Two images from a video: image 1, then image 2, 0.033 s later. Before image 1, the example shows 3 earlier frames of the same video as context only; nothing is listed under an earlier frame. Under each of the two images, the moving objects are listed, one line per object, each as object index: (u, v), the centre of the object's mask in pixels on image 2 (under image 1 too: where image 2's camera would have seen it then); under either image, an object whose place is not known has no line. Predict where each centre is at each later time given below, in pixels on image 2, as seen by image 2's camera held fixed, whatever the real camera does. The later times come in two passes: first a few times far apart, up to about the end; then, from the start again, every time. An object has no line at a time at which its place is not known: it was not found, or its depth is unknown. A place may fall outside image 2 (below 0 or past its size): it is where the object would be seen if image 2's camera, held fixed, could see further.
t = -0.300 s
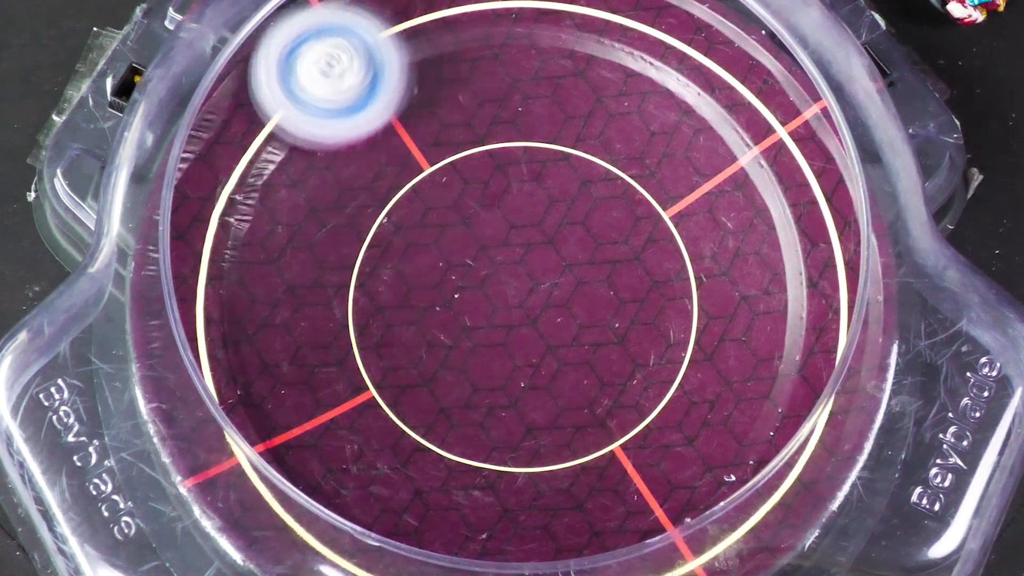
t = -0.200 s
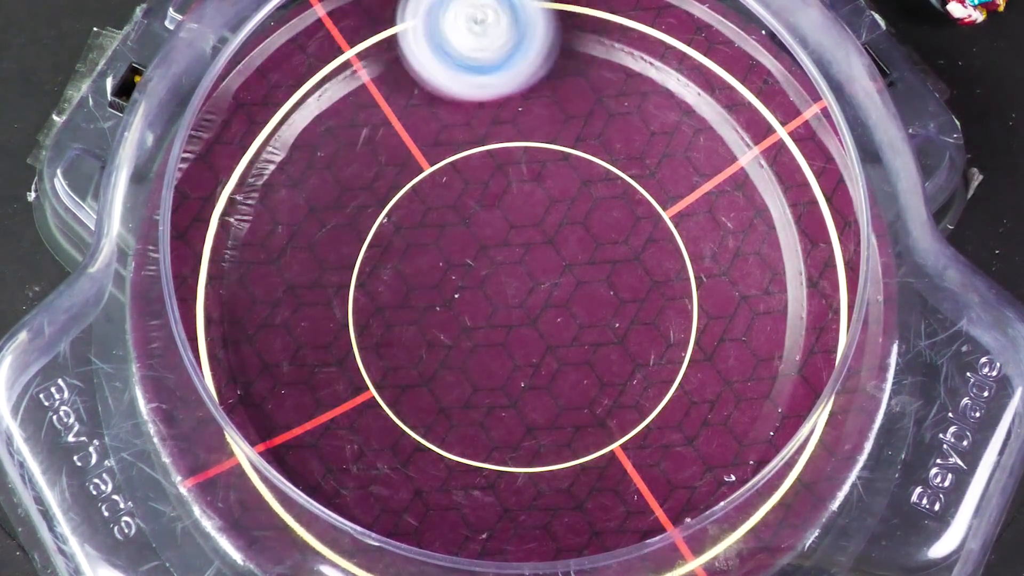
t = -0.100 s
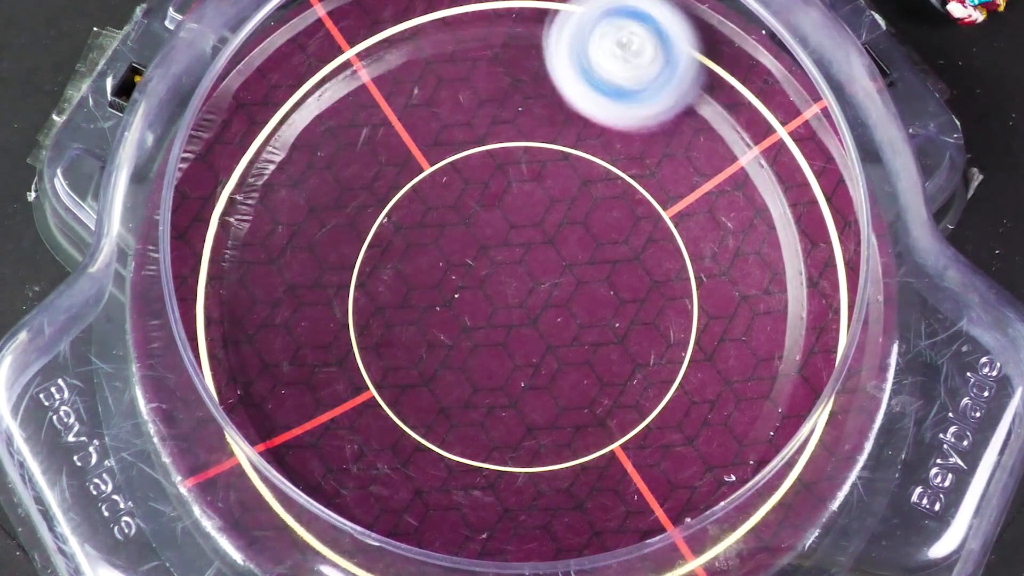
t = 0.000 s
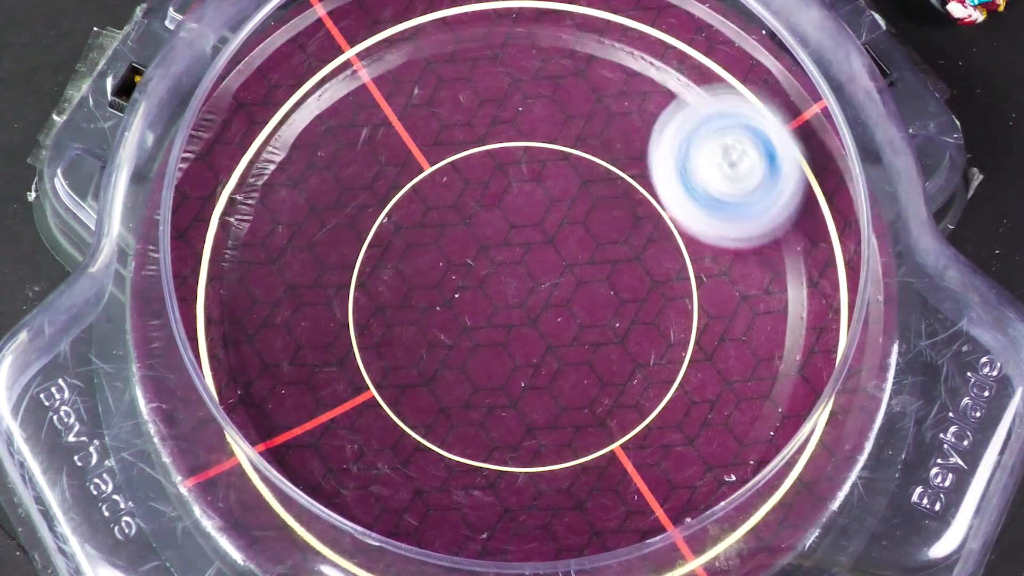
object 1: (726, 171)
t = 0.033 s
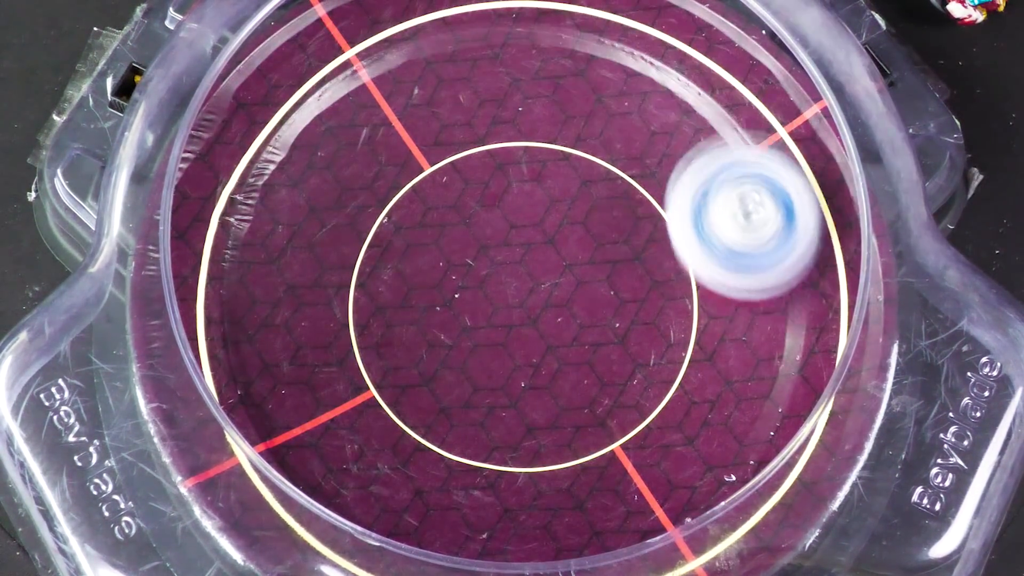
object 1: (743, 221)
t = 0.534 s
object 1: (261, 273)
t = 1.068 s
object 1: (738, 324)
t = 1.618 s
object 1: (332, 202)
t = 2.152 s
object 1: (668, 437)
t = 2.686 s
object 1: (428, 150)
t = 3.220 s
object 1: (572, 421)
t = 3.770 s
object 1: (488, 127)
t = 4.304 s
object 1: (495, 415)
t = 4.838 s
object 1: (519, 142)
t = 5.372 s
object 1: (485, 430)
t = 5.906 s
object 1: (543, 153)
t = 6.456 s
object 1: (482, 416)
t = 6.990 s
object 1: (553, 140)
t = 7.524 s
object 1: (476, 403)
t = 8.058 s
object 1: (526, 141)
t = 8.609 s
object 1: (476, 414)
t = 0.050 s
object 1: (747, 248)
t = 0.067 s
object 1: (747, 273)
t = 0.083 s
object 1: (745, 299)
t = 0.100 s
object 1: (737, 325)
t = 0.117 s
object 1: (729, 349)
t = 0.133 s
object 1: (718, 372)
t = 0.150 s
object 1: (704, 394)
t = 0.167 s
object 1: (690, 413)
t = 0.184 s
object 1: (671, 432)
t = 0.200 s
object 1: (650, 449)
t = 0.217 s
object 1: (628, 463)
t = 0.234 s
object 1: (605, 473)
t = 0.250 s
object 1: (581, 480)
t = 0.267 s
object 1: (556, 486)
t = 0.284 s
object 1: (530, 489)
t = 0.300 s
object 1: (504, 489)
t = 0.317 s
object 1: (477, 487)
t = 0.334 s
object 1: (451, 482)
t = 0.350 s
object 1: (425, 475)
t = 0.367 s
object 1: (401, 467)
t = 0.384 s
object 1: (377, 454)
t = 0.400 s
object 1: (355, 439)
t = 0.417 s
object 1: (335, 423)
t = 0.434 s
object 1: (317, 405)
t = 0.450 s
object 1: (301, 385)
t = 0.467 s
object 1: (287, 363)
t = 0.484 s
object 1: (277, 343)
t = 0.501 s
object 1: (269, 319)
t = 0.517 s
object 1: (264, 296)
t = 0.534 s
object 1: (261, 273)
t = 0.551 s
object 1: (261, 250)
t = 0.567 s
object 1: (263, 226)
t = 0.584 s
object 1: (269, 204)
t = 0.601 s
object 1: (277, 181)
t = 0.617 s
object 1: (288, 160)
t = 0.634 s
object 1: (301, 139)
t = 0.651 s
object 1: (316, 121)
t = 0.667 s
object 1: (333, 104)
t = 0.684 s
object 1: (353, 88)
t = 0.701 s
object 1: (374, 76)
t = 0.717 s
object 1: (395, 66)
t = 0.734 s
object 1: (420, 60)
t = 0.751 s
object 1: (444, 56)
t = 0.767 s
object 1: (469, 54)
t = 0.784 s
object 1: (494, 53)
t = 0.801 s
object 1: (519, 54)
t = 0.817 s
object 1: (544, 56)
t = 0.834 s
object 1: (567, 60)
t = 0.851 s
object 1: (590, 66)
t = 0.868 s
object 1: (613, 75)
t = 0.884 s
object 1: (634, 88)
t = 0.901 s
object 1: (654, 103)
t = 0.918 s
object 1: (671, 119)
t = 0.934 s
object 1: (689, 139)
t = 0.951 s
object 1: (704, 159)
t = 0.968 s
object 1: (716, 181)
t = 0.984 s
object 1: (727, 205)
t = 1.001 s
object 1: (735, 228)
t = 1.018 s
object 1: (740, 253)
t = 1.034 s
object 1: (741, 276)
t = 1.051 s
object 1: (741, 300)
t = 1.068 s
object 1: (738, 324)
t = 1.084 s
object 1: (734, 346)
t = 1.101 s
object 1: (726, 369)
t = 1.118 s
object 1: (716, 391)
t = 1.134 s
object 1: (703, 411)
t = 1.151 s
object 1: (687, 439)
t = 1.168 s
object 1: (672, 446)
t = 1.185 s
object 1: (653, 460)
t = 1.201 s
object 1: (634, 472)
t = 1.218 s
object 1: (612, 484)
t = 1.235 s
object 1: (588, 498)
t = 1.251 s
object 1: (566, 504)
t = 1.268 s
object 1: (543, 507)
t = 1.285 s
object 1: (519, 508)
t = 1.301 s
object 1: (495, 506)
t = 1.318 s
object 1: (472, 503)
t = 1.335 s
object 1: (449, 498)
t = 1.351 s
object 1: (426, 490)
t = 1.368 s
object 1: (404, 480)
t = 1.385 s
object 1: (387, 470)
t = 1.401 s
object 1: (369, 456)
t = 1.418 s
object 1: (353, 439)
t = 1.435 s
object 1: (338, 421)
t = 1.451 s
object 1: (326, 403)
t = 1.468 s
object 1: (317, 383)
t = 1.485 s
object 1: (309, 362)
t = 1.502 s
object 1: (304, 344)
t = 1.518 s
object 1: (301, 322)
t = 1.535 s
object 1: (300, 302)
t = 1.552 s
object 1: (301, 282)
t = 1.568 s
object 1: (305, 262)
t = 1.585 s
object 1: (311, 241)
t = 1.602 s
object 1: (320, 220)
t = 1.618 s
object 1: (332, 202)
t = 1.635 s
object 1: (344, 184)
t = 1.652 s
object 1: (357, 170)
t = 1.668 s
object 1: (374, 154)
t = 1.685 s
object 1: (392, 141)
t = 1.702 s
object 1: (412, 129)
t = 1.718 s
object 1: (433, 119)
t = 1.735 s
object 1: (453, 112)
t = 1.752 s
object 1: (475, 106)
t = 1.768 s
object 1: (497, 102)
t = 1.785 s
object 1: (520, 94)
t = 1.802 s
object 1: (543, 95)
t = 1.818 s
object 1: (565, 105)
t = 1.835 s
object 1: (585, 111)
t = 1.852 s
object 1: (606, 117)
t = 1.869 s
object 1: (626, 120)
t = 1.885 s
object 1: (645, 132)
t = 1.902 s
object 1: (661, 145)
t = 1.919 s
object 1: (677, 160)
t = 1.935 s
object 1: (690, 177)
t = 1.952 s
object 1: (703, 203)
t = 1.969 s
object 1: (712, 222)
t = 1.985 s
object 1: (720, 243)
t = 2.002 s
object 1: (725, 255)
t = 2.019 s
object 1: (728, 276)
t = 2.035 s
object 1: (727, 296)
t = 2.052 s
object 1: (724, 325)
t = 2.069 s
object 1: (721, 345)
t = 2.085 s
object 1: (716, 356)
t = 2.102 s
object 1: (707, 386)
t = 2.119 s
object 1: (697, 405)
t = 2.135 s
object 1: (685, 413)
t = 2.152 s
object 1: (668, 437)
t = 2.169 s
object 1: (652, 450)
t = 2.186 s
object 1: (635, 454)
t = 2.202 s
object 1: (616, 472)
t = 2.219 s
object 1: (594, 480)
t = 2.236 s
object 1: (573, 486)
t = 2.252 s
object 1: (551, 490)
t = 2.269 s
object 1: (530, 490)
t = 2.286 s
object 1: (509, 488)
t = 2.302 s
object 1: (487, 482)
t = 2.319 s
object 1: (467, 475)
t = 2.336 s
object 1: (449, 466)
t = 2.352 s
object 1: (431, 456)
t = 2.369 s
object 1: (417, 445)
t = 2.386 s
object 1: (402, 431)
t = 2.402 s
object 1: (388, 417)
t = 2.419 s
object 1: (377, 400)
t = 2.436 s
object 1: (366, 384)
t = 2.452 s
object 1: (360, 368)
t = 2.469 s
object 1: (353, 351)
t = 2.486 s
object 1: (349, 333)
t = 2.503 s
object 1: (346, 316)
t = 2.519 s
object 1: (344, 298)
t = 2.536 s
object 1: (345, 279)
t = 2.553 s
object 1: (348, 256)
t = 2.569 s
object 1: (352, 246)
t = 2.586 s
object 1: (358, 230)
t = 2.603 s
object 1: (366, 215)
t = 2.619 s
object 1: (375, 199)
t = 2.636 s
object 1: (385, 186)
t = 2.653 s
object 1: (398, 173)
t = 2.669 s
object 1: (413, 160)
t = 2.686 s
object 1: (428, 150)
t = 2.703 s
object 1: (443, 140)
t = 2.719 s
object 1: (459, 132)
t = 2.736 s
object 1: (477, 124)
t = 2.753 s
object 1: (494, 120)
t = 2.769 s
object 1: (512, 118)
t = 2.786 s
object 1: (530, 116)
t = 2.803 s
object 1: (549, 117)
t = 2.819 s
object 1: (565, 120)
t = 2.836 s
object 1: (583, 124)
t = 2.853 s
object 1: (600, 130)
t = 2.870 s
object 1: (617, 138)
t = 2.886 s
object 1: (630, 141)
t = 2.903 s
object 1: (643, 158)
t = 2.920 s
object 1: (657, 171)
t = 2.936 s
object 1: (667, 183)
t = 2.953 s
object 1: (675, 196)
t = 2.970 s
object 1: (684, 210)
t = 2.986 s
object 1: (689, 226)
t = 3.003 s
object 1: (692, 242)
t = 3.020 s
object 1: (693, 257)
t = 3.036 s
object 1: (693, 266)
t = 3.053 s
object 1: (691, 284)
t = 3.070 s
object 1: (685, 307)
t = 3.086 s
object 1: (679, 324)
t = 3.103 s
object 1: (673, 332)
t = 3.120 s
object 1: (663, 347)
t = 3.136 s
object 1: (651, 371)
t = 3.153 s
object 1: (637, 384)
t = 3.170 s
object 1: (623, 396)
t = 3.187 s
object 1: (606, 407)
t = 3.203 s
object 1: (590, 407)
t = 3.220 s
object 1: (572, 421)
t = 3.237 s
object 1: (555, 427)
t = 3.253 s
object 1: (536, 430)
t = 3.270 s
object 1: (519, 429)
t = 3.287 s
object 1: (501, 428)
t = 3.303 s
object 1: (484, 425)
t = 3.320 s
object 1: (468, 420)
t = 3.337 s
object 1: (453, 415)
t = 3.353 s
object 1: (438, 405)
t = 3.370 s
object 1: (425, 395)
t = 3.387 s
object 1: (413, 385)
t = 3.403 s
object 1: (402, 374)
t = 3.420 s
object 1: (393, 362)
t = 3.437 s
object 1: (383, 348)
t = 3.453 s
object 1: (376, 334)
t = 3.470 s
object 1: (371, 320)
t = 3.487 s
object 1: (367, 305)
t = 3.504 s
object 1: (364, 292)
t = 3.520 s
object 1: (363, 277)
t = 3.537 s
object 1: (362, 260)
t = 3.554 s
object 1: (364, 246)
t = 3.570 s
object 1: (366, 233)
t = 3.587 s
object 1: (371, 218)
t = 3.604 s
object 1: (375, 207)
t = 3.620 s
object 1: (382, 194)
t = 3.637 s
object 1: (391, 182)
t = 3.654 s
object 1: (400, 172)
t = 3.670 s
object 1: (410, 162)
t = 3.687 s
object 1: (421, 154)
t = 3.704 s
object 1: (433, 146)
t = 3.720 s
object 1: (446, 139)
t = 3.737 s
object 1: (460, 134)
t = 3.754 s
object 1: (473, 129)
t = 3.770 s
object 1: (488, 127)
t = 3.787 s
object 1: (503, 126)
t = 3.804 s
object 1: (517, 127)
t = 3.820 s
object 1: (533, 129)
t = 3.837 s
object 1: (547, 132)
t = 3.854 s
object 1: (562, 136)
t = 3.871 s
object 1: (576, 142)
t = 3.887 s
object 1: (590, 151)
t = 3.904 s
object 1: (601, 159)
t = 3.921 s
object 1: (614, 169)
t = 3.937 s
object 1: (624, 181)
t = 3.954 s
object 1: (633, 192)
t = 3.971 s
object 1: (642, 198)
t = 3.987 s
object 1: (647, 220)
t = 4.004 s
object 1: (652, 235)
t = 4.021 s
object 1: (657, 249)
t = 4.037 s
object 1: (657, 257)
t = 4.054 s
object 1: (657, 271)
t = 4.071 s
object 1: (656, 286)
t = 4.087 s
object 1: (651, 301)
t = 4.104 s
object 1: (645, 324)
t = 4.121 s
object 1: (639, 336)
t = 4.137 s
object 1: (628, 350)
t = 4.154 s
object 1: (619, 361)
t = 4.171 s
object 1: (609, 373)
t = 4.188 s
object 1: (596, 384)
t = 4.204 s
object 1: (584, 390)
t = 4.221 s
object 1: (569, 399)
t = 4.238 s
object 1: (555, 405)
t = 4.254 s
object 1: (542, 410)
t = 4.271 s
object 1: (525, 414)
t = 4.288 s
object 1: (510, 415)
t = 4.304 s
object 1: (495, 415)
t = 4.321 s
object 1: (480, 413)
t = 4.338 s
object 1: (467, 411)
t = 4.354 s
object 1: (451, 406)
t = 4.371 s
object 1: (437, 399)
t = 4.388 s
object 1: (425, 393)
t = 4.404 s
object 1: (412, 385)
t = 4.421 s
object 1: (401, 376)
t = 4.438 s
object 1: (390, 365)
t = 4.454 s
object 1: (380, 354)
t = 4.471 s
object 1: (373, 342)
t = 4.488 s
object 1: (367, 331)
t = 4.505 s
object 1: (361, 318)
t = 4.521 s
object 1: (357, 296)
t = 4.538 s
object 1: (355, 291)
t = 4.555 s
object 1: (354, 269)
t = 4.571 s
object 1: (354, 264)
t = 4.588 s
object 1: (355, 248)
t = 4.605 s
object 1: (359, 235)
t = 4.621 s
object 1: (363, 223)
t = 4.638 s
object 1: (370, 210)
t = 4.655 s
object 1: (375, 198)
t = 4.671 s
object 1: (385, 187)
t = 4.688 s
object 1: (395, 178)
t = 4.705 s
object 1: (406, 169)
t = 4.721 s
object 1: (419, 161)
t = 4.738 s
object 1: (431, 154)
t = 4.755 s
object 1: (446, 148)
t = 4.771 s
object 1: (459, 144)
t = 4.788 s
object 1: (474, 141)
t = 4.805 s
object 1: (488, 140)
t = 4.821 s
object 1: (503, 140)
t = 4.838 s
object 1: (519, 142)
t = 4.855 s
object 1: (533, 144)
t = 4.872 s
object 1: (548, 149)
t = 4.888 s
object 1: (561, 155)
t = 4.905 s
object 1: (576, 162)
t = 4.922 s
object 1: (588, 170)
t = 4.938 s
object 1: (601, 179)
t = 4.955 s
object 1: (610, 182)
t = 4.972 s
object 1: (620, 201)
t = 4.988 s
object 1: (630, 205)
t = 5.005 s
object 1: (636, 217)
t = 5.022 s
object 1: (645, 230)
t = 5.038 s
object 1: (648, 245)
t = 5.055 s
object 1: (652, 257)
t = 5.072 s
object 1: (654, 272)
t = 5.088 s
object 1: (654, 286)
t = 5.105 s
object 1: (654, 299)
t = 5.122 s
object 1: (651, 323)
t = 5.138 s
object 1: (647, 326)
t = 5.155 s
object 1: (640, 349)
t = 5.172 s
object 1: (634, 360)
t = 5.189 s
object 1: (627, 373)
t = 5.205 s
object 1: (616, 384)
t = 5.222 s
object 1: (607, 393)
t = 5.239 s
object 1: (596, 402)
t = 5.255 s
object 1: (585, 410)
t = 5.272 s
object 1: (570, 418)
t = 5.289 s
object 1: (557, 423)
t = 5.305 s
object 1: (543, 428)
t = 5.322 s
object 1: (529, 430)
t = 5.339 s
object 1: (515, 432)
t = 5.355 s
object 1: (499, 432)
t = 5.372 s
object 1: (485, 430)
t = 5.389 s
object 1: (470, 426)
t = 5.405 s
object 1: (458, 422)
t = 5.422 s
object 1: (443, 416)
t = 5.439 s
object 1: (431, 408)
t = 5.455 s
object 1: (420, 400)
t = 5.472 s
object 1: (409, 391)
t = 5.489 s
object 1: (398, 380)
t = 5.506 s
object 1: (390, 369)
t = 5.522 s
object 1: (382, 357)
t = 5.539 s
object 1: (376, 344)
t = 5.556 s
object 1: (370, 331)
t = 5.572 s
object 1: (368, 317)
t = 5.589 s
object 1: (366, 303)
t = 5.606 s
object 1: (365, 291)
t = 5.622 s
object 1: (367, 275)
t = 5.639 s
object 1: (369, 261)
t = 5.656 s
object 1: (374, 247)
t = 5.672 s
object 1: (377, 236)
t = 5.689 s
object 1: (385, 222)
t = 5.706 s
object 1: (391, 212)
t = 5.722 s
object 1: (401, 200)
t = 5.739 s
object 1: (410, 191)
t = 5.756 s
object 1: (422, 181)
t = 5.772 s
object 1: (433, 174)
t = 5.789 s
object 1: (447, 167)
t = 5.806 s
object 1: (459, 162)
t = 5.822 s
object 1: (473, 157)
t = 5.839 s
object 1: (486, 153)
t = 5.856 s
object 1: (501, 152)
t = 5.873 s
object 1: (514, 151)
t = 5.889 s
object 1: (529, 152)
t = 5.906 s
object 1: (543, 153)
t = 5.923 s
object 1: (558, 155)
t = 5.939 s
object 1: (570, 160)
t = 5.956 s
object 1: (584, 166)
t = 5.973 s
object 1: (596, 172)
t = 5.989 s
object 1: (609, 179)
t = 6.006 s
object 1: (619, 187)
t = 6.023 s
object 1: (630, 198)
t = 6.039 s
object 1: (638, 207)
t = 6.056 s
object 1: (648, 218)
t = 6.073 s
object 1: (654, 229)
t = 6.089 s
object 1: (661, 242)
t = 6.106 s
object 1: (664, 254)
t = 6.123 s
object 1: (670, 260)
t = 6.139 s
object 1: (670, 273)
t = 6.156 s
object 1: (671, 286)
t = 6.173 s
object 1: (667, 308)
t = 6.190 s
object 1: (666, 320)
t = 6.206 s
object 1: (661, 326)
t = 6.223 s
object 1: (655, 347)
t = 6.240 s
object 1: (648, 358)
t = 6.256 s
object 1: (641, 369)
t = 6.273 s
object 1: (630, 380)
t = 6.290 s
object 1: (620, 389)
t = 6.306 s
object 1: (608, 398)
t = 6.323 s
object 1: (596, 406)
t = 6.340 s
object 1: (581, 413)
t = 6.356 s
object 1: (568, 417)
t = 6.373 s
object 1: (554, 420)
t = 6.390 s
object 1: (540, 423)
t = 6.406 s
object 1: (524, 423)
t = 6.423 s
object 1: (509, 421)
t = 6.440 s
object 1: (495, 419)
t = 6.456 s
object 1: (482, 416)
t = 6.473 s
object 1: (468, 410)
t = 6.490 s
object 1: (455, 403)
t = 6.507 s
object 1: (444, 396)
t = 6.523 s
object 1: (431, 386)
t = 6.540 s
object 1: (422, 376)
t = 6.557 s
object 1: (413, 366)
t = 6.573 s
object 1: (403, 355)
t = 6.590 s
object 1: (396, 342)
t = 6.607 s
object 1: (390, 330)
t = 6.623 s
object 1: (386, 318)
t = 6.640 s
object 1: (382, 304)
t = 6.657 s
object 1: (381, 290)
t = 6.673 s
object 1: (381, 270)
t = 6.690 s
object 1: (380, 265)
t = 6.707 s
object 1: (383, 250)
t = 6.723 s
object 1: (386, 237)
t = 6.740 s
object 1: (390, 225)
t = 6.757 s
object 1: (396, 213)
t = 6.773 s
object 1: (402, 202)
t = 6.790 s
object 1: (411, 192)
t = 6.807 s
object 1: (418, 182)
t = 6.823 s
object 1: (428, 173)
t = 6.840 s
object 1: (439, 165)
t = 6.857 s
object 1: (450, 158)
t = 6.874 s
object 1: (462, 151)
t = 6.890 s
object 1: (473, 146)
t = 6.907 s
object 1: (487, 142)
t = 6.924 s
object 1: (498, 139)
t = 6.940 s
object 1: (513, 138)
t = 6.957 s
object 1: (526, 137)
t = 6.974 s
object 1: (540, 138)
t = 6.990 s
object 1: (553, 140)
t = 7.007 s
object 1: (566, 144)
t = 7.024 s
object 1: (580, 148)
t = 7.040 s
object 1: (590, 155)
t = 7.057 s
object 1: (603, 161)
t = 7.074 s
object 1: (614, 169)
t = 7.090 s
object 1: (625, 179)
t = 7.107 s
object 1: (634, 189)
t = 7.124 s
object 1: (642, 200)
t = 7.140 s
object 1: (650, 211)
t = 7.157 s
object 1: (655, 224)
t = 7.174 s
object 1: (661, 236)
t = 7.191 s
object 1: (663, 249)
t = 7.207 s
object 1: (665, 257)
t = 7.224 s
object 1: (664, 278)
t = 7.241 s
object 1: (662, 291)
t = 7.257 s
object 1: (660, 305)
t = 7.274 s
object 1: (653, 319)
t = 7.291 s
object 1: (647, 332)
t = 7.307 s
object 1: (640, 342)
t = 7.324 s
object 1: (632, 355)
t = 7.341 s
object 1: (620, 364)
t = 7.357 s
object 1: (610, 374)
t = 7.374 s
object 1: (600, 382)
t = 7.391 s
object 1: (586, 390)
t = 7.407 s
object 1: (574, 396)
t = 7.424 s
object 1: (560, 400)
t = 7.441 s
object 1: (547, 405)
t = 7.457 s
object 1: (532, 408)
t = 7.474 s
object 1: (518, 409)
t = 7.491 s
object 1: (504, 409)
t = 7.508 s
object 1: (489, 406)
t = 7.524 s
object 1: (476, 403)
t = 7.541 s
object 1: (463, 399)
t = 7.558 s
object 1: (449, 393)
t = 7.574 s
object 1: (438, 386)
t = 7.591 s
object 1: (426, 379)
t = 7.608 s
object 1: (416, 371)
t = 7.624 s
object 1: (405, 361)
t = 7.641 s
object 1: (396, 351)
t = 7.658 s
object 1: (387, 341)
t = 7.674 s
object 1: (381, 329)
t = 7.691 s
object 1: (378, 310)
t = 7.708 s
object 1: (373, 298)
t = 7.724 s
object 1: (369, 285)
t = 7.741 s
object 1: (368, 273)
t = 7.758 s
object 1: (367, 261)
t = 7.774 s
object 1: (368, 255)
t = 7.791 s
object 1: (370, 245)
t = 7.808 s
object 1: (374, 232)
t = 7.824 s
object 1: (376, 219)
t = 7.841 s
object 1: (381, 208)
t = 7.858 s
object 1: (388, 198)
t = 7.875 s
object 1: (395, 187)
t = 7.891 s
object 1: (404, 178)
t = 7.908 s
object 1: (415, 170)
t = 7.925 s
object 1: (424, 163)
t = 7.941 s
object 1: (435, 156)
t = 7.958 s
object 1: (448, 150)
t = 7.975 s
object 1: (459, 146)
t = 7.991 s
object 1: (472, 142)
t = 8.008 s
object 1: (486, 140)
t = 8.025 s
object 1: (498, 139)
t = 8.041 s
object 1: (512, 140)
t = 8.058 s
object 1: (526, 141)
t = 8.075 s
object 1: (538, 145)
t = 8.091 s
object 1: (552, 149)
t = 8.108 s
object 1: (564, 153)
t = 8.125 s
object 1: (576, 161)
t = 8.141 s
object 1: (589, 169)
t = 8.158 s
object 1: (598, 178)
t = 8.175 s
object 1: (609, 187)
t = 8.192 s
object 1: (617, 198)
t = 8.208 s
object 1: (625, 209)
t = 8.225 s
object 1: (633, 220)
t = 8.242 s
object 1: (637, 233)
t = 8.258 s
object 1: (642, 239)
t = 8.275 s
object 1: (646, 259)
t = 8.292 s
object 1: (646, 265)
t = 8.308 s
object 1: (646, 278)
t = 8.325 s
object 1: (645, 289)
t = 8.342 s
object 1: (642, 304)
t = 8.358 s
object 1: (638, 325)
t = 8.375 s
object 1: (633, 337)
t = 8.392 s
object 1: (626, 340)
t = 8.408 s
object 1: (617, 359)
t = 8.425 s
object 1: (609, 369)
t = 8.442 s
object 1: (601, 380)
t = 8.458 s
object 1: (589, 388)
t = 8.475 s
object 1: (579, 394)
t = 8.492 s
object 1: (568, 402)
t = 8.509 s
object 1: (555, 407)
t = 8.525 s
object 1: (543, 412)
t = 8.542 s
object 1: (531, 416)
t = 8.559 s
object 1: (516, 417)
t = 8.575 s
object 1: (503, 417)
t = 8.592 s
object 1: (490, 417)
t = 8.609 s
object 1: (476, 414)
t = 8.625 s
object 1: (463, 410)
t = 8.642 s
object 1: (451, 406)
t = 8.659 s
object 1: (439, 399)
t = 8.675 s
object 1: (428, 392)
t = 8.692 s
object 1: (418, 385)
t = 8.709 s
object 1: (407, 375)
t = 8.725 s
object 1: (399, 366)
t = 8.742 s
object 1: (390, 357)
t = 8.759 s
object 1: (383, 344)
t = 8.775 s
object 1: (377, 333)
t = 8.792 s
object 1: (373, 323)
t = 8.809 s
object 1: (371, 309)
